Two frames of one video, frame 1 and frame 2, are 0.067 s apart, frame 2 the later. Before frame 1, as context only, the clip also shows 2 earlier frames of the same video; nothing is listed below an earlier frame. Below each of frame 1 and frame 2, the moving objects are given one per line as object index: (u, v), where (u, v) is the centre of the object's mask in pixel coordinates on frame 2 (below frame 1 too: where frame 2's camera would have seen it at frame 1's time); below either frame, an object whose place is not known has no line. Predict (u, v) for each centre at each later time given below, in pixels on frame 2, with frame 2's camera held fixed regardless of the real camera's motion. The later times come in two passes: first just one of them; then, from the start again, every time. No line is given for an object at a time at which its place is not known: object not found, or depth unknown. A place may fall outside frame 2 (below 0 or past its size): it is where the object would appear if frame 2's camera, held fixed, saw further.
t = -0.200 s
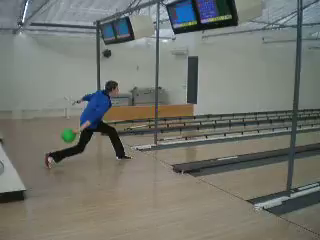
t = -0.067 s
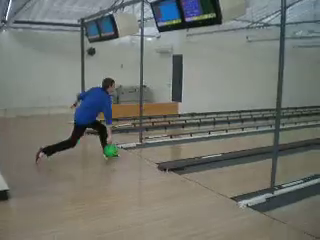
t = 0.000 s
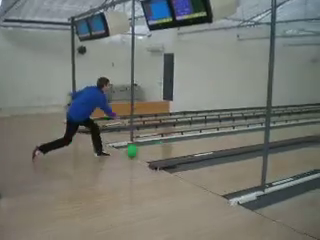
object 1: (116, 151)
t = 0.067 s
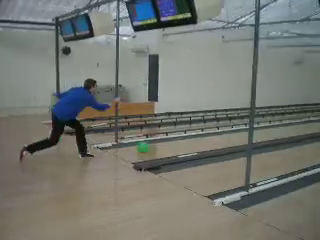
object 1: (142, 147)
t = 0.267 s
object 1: (209, 140)
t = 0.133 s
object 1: (167, 145)
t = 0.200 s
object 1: (190, 143)
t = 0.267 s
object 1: (209, 140)
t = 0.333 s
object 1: (226, 138)
